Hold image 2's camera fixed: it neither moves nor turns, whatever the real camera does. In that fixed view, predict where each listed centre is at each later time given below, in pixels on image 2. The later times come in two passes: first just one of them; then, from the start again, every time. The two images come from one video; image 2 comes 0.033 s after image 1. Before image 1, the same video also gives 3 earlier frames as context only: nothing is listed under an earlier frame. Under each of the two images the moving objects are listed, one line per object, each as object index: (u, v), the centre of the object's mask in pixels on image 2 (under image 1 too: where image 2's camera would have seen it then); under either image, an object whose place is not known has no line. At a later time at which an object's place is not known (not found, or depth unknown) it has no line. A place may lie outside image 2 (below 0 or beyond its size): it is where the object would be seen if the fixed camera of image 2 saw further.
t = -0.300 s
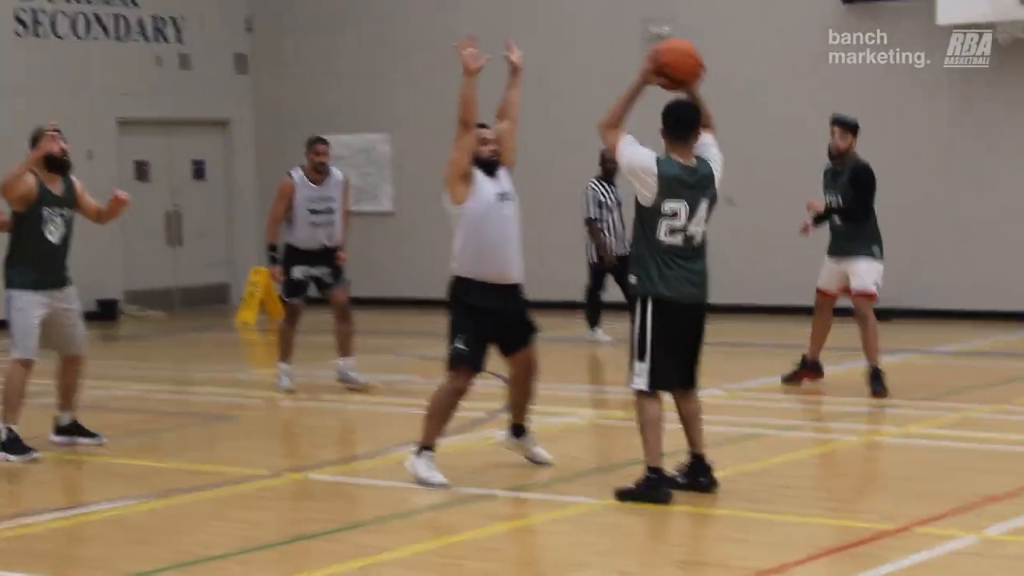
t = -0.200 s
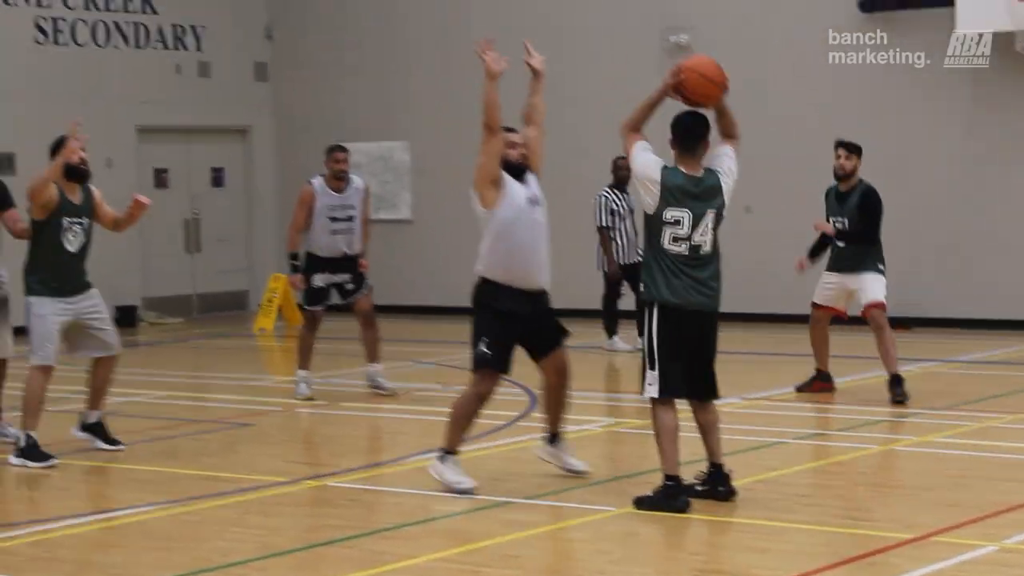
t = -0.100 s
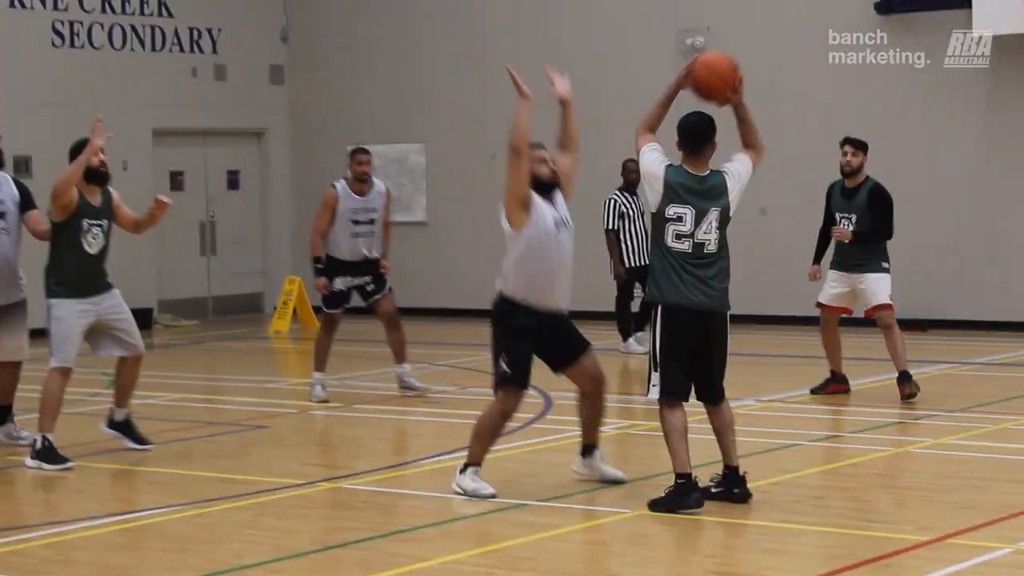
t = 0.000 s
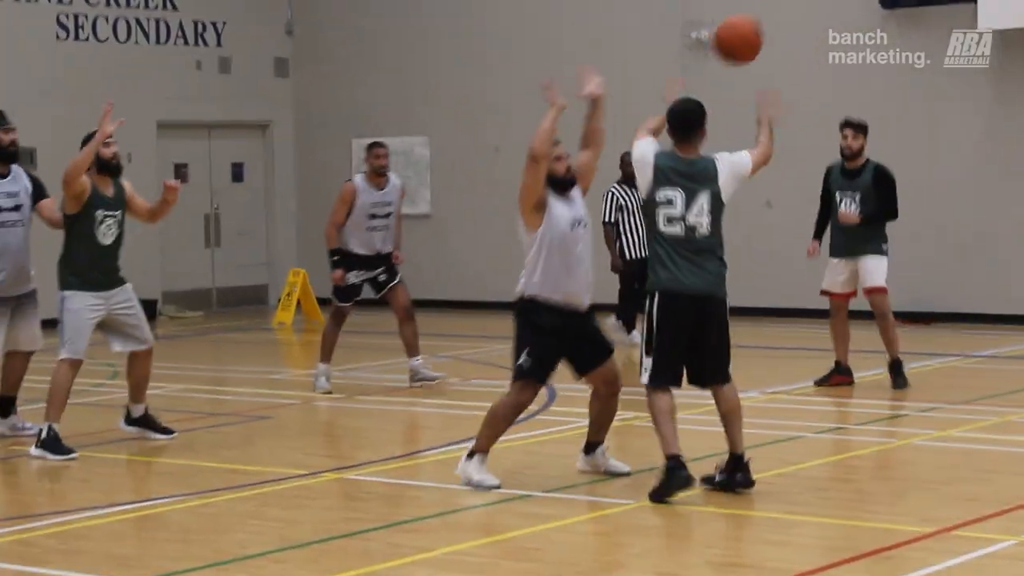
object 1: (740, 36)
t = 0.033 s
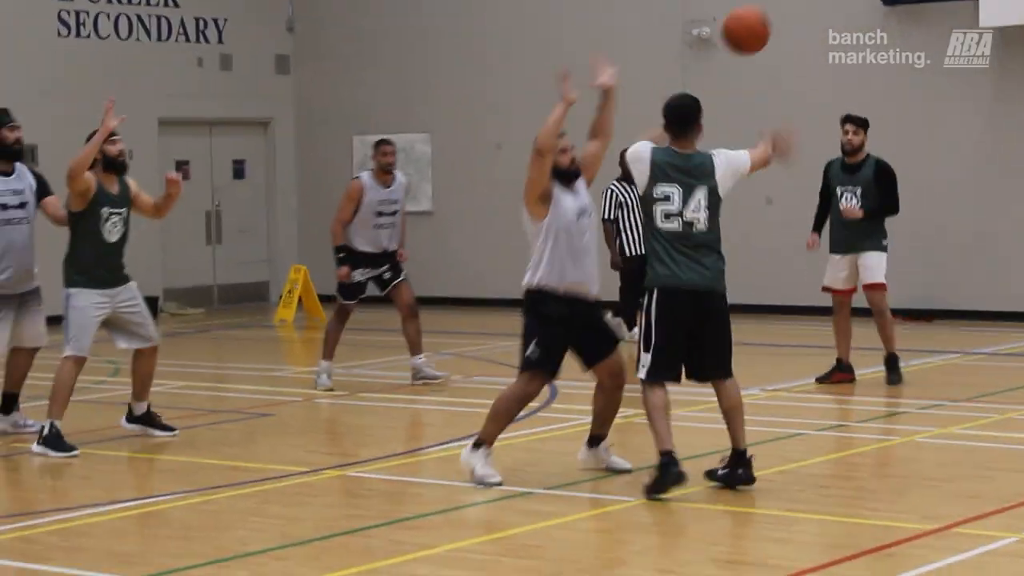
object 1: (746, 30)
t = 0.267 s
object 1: (789, 46)
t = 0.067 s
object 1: (753, 26)
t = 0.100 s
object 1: (758, 25)
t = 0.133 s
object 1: (765, 26)
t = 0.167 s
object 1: (771, 27)
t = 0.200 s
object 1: (778, 32)
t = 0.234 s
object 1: (783, 38)
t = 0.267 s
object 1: (789, 46)
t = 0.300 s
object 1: (794, 56)
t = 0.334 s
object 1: (799, 66)
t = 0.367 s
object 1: (805, 79)
